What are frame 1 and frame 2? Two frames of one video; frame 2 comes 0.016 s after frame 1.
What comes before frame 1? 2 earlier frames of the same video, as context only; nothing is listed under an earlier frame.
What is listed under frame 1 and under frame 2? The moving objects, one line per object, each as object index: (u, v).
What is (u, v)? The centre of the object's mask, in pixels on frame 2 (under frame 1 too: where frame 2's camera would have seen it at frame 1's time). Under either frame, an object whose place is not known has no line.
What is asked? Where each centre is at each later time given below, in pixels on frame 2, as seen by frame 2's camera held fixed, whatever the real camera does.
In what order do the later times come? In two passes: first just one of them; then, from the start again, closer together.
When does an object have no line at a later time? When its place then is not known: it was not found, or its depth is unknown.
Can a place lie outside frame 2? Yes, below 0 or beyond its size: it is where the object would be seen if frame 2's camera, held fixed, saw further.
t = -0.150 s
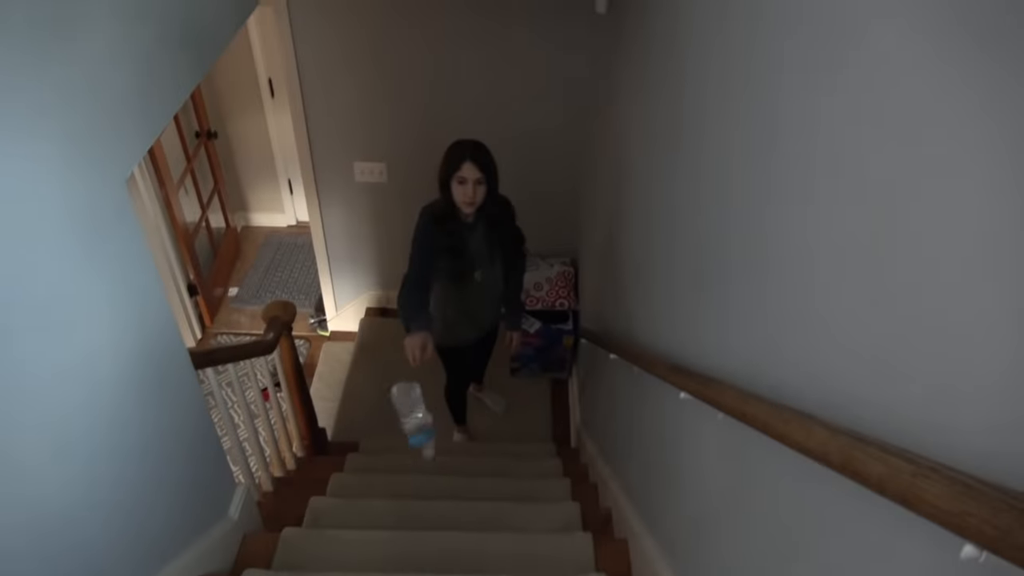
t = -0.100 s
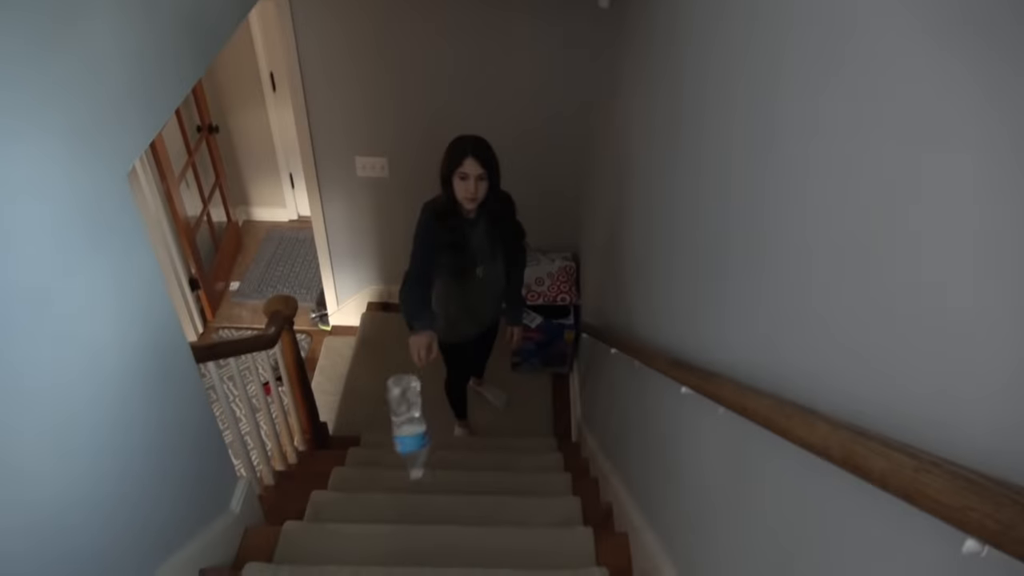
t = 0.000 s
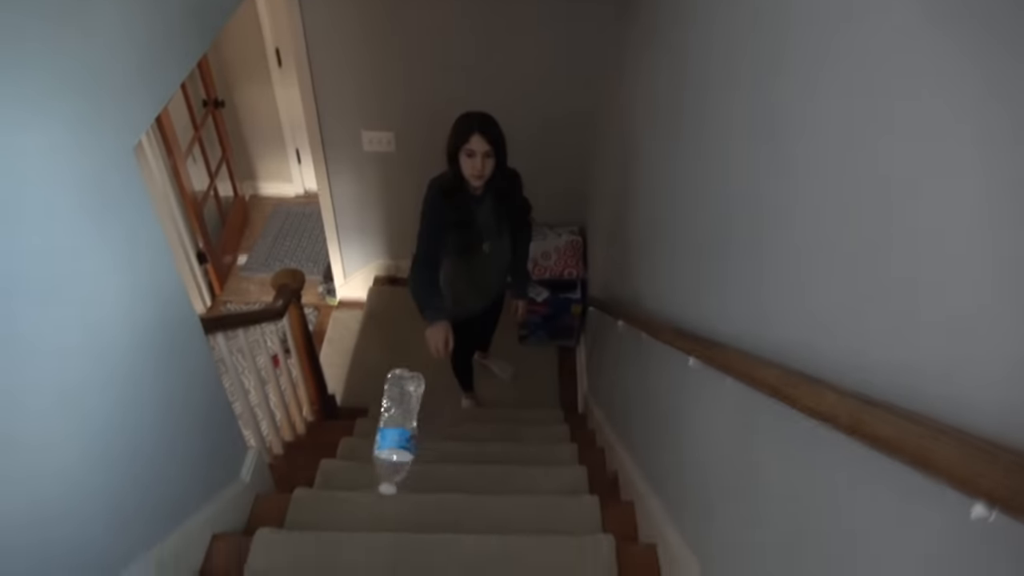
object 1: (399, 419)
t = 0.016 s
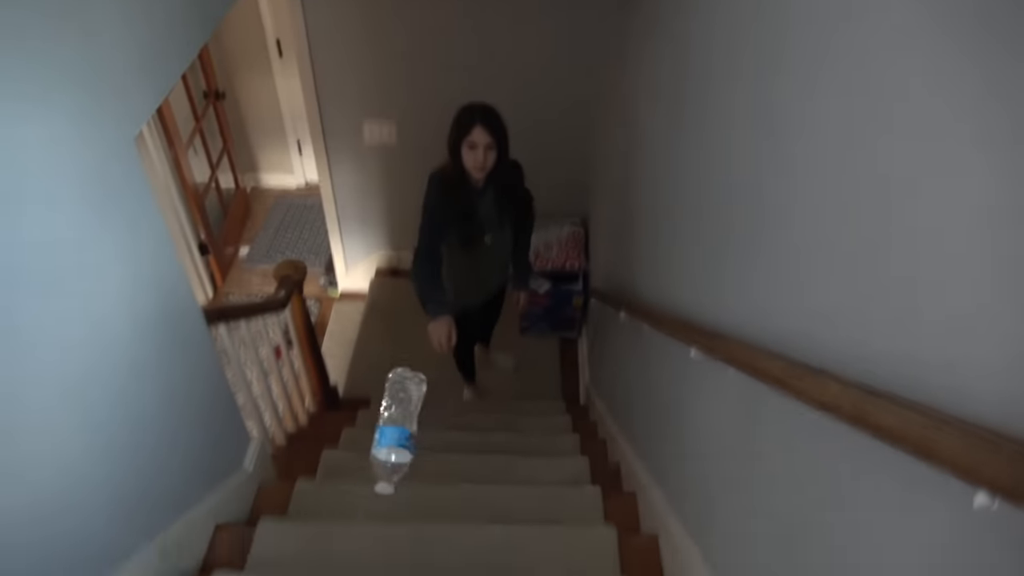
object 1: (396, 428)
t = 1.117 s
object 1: (418, 721)
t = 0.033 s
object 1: (394, 438)
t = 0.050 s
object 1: (391, 450)
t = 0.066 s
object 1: (389, 462)
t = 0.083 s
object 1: (387, 477)
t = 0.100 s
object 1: (385, 493)
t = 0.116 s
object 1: (384, 510)
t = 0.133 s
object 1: (383, 530)
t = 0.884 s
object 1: (415, 717)
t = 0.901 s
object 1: (415, 717)
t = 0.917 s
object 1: (415, 718)
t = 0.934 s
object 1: (416, 718)
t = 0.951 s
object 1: (416, 718)
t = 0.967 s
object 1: (416, 718)
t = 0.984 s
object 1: (416, 719)
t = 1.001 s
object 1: (416, 719)
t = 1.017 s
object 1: (417, 719)
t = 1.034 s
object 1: (417, 719)
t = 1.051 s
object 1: (417, 719)
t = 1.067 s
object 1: (417, 720)
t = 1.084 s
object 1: (417, 720)
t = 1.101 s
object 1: (418, 720)
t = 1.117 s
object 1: (418, 721)
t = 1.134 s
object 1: (418, 721)
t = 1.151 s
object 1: (419, 720)
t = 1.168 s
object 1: (418, 721)
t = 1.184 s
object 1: (418, 721)
